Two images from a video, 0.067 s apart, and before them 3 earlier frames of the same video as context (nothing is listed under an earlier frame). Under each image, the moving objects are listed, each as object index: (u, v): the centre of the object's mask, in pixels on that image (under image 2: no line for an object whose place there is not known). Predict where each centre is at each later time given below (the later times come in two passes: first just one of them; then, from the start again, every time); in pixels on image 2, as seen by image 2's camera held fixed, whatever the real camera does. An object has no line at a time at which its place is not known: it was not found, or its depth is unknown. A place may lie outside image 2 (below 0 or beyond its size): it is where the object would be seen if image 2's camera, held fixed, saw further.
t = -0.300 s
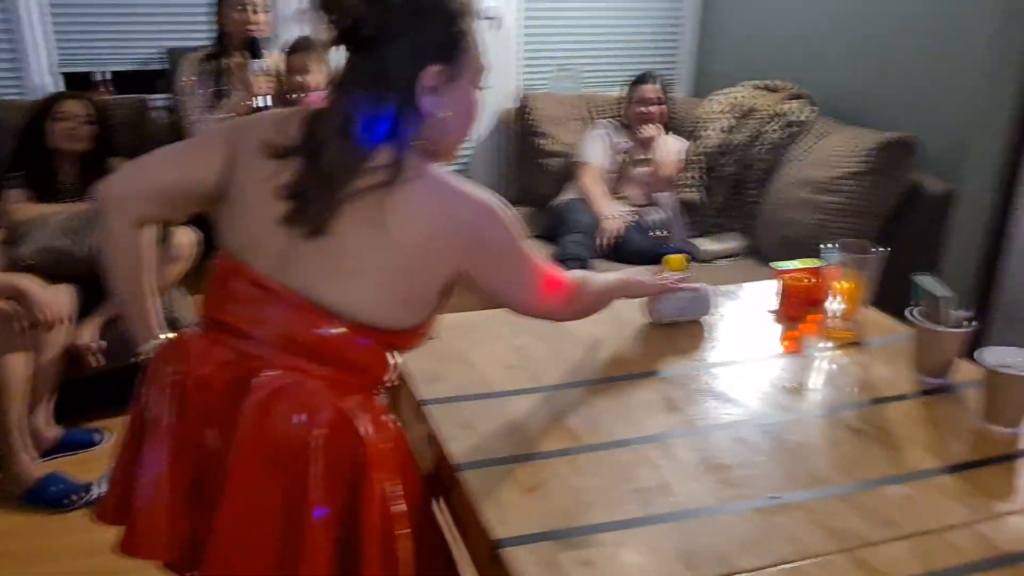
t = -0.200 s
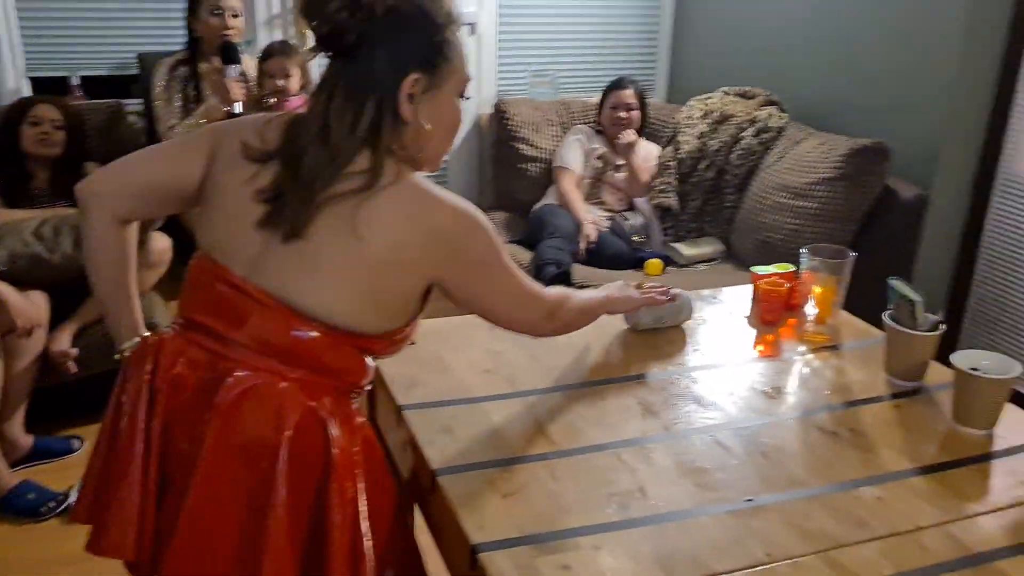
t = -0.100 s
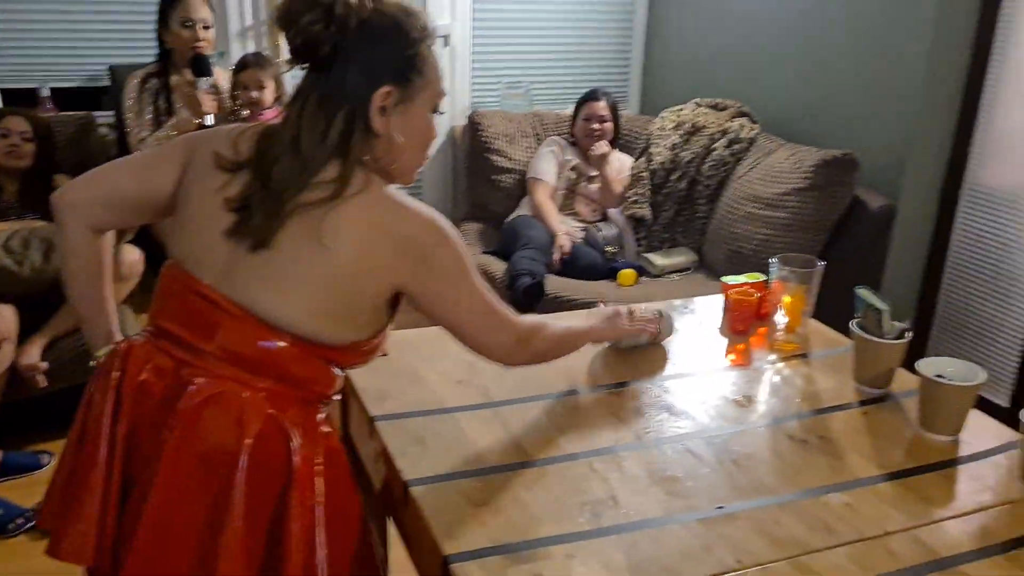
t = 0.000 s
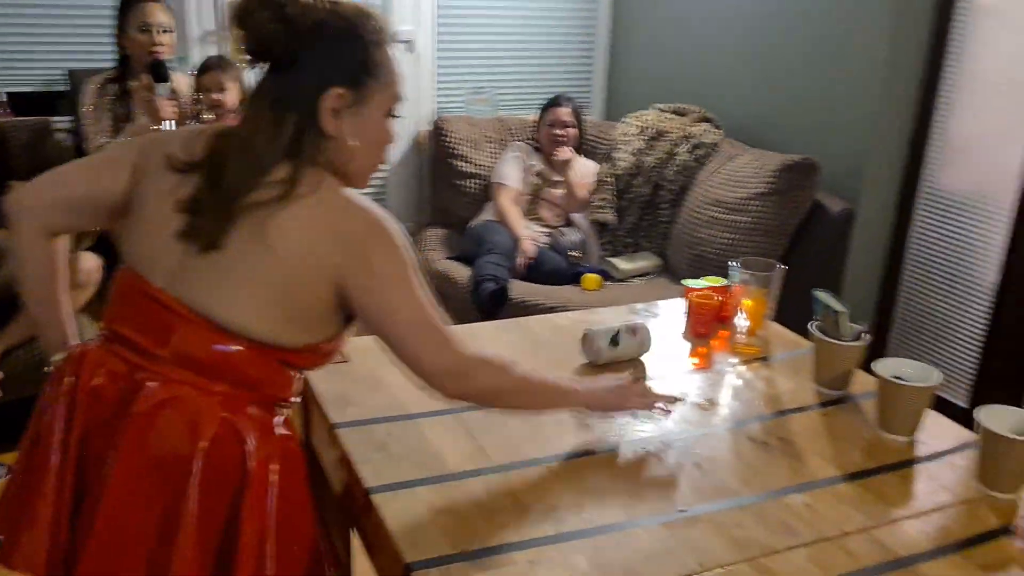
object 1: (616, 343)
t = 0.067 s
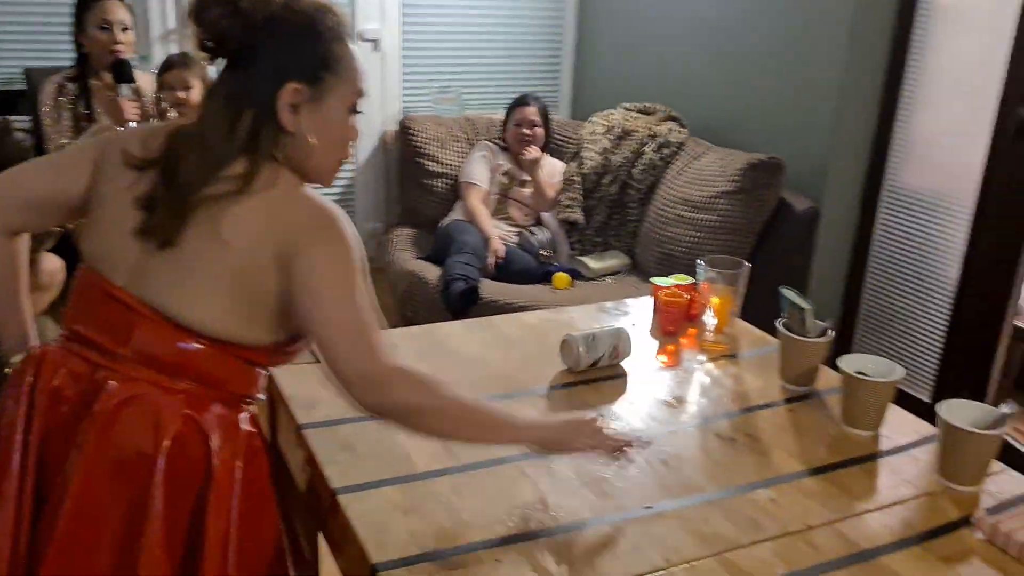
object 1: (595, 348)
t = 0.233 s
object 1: (620, 368)
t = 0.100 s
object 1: (600, 352)
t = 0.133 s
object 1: (606, 357)
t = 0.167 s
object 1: (612, 361)
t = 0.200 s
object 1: (617, 364)
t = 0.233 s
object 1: (620, 368)
